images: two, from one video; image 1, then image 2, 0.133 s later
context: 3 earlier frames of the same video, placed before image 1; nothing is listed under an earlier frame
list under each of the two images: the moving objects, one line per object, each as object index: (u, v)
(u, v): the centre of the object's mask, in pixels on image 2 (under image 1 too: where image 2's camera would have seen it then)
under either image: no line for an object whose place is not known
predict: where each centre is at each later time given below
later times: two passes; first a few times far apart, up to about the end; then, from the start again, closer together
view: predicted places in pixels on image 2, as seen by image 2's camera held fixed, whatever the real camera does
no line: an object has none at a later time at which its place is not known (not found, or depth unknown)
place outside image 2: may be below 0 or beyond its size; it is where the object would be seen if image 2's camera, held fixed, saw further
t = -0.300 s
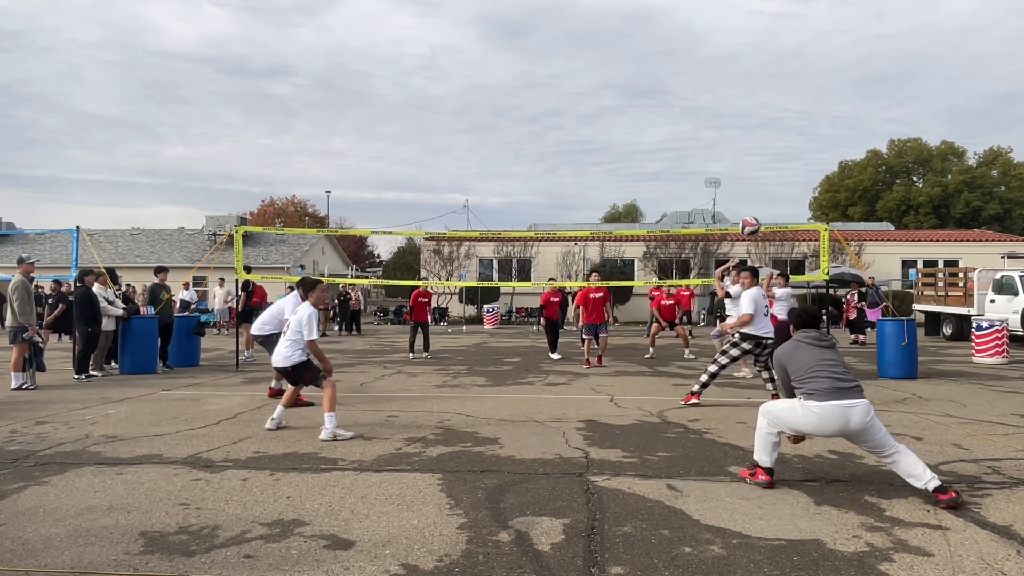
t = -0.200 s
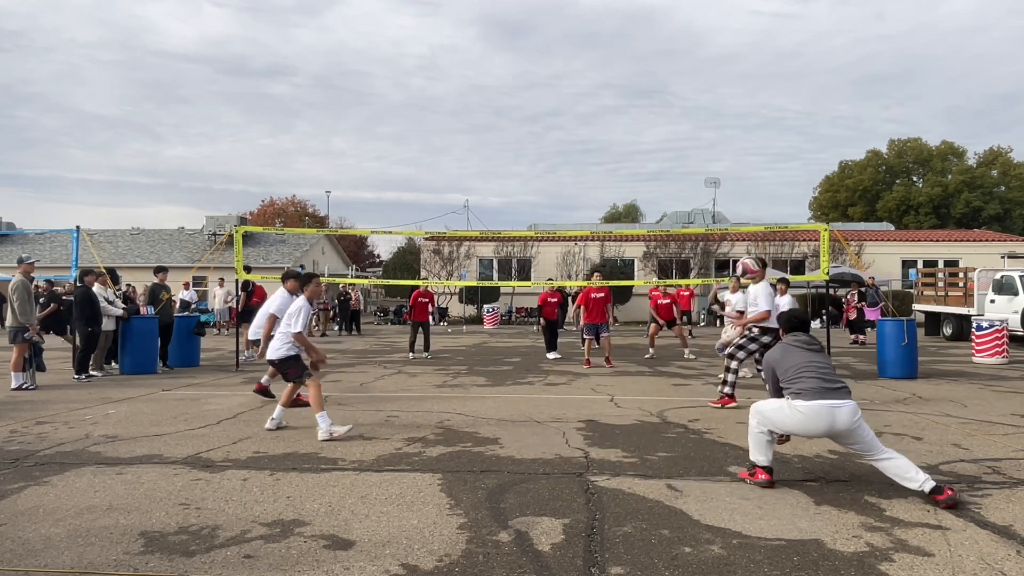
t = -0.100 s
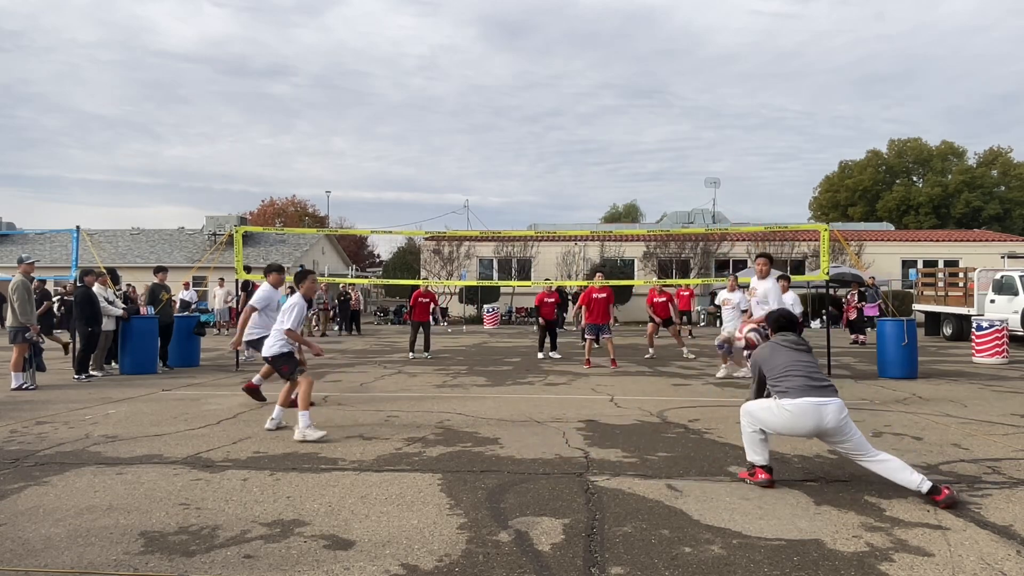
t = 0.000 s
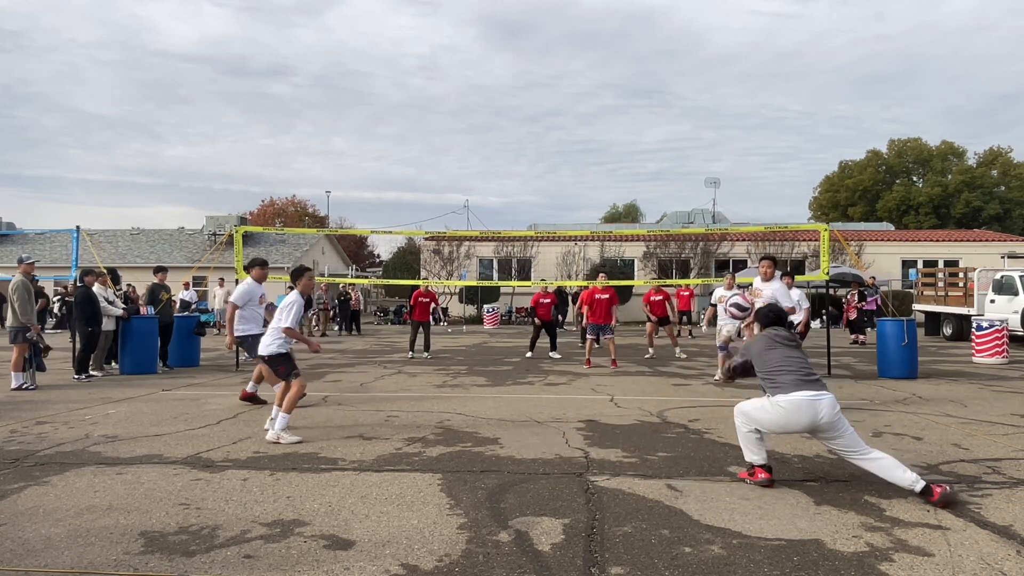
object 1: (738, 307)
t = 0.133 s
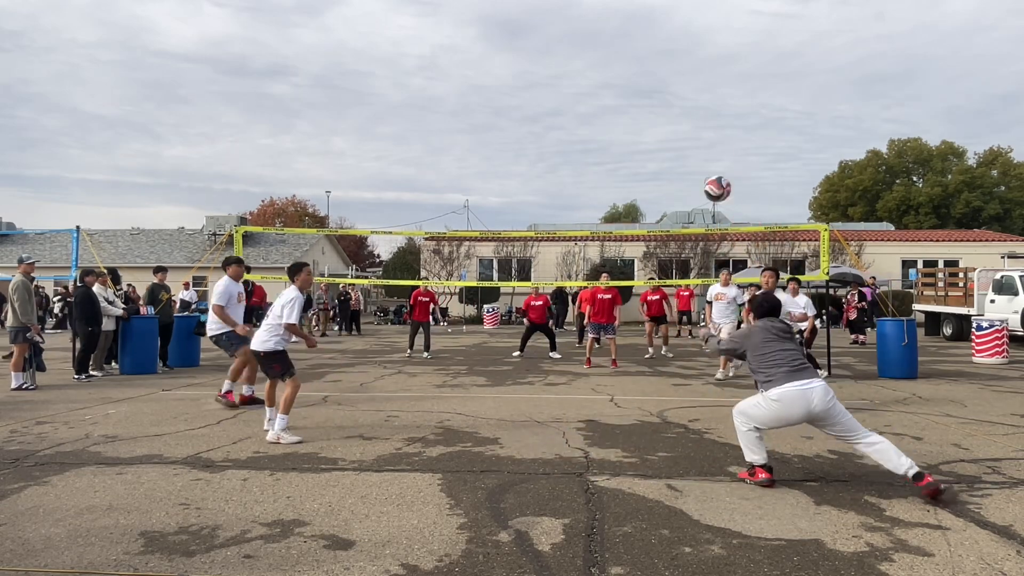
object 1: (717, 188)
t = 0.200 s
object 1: (708, 144)
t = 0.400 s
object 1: (686, 53)
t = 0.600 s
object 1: (667, 14)
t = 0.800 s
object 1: (650, 17)
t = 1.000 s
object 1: (635, 53)
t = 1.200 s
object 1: (622, 117)
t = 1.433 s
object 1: (608, 217)
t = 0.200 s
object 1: (708, 144)
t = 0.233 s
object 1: (704, 124)
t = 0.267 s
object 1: (700, 107)
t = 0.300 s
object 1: (696, 91)
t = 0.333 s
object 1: (693, 76)
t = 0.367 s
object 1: (689, 64)
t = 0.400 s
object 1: (686, 53)
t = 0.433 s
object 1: (682, 43)
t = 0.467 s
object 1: (679, 34)
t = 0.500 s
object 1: (676, 27)
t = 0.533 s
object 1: (673, 22)
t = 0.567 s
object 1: (669, 17)
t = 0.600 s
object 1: (667, 14)
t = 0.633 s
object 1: (663, 12)
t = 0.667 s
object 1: (661, 11)
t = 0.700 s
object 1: (658, 11)
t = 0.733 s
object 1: (655, 11)
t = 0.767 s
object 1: (652, 14)
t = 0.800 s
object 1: (650, 17)
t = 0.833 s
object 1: (647, 20)
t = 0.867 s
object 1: (645, 26)
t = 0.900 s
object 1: (642, 31)
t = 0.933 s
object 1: (639, 38)
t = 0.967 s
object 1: (637, 45)
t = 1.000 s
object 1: (635, 53)
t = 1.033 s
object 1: (633, 62)
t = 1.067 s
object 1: (631, 72)
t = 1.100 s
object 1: (628, 82)
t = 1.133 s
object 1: (626, 93)
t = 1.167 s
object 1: (624, 105)
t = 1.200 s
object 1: (622, 117)
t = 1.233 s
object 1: (620, 129)
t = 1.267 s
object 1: (618, 143)
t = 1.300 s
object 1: (616, 157)
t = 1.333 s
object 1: (614, 171)
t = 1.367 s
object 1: (612, 186)
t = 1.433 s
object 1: (608, 217)
